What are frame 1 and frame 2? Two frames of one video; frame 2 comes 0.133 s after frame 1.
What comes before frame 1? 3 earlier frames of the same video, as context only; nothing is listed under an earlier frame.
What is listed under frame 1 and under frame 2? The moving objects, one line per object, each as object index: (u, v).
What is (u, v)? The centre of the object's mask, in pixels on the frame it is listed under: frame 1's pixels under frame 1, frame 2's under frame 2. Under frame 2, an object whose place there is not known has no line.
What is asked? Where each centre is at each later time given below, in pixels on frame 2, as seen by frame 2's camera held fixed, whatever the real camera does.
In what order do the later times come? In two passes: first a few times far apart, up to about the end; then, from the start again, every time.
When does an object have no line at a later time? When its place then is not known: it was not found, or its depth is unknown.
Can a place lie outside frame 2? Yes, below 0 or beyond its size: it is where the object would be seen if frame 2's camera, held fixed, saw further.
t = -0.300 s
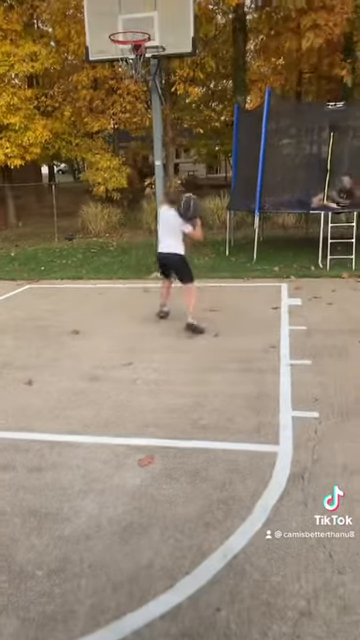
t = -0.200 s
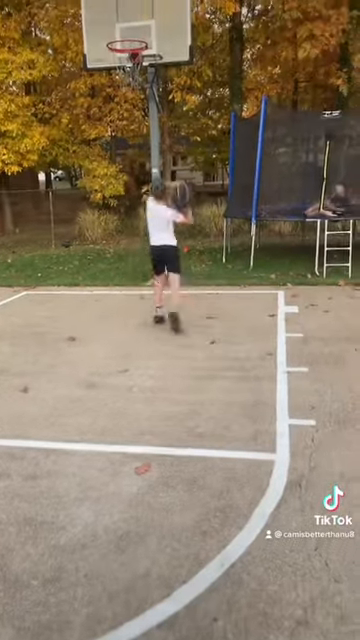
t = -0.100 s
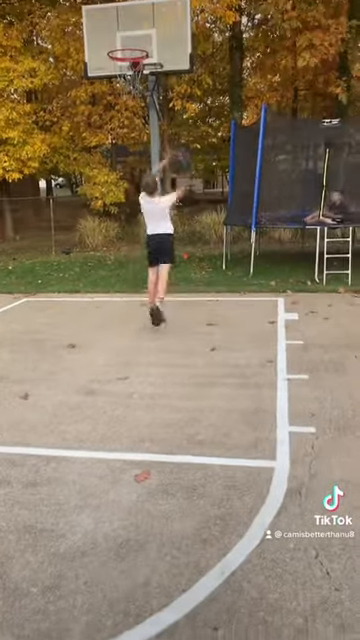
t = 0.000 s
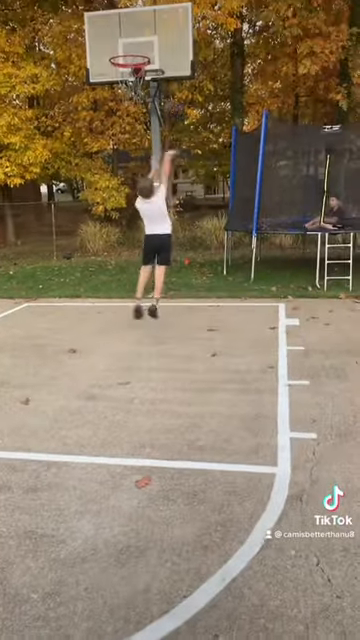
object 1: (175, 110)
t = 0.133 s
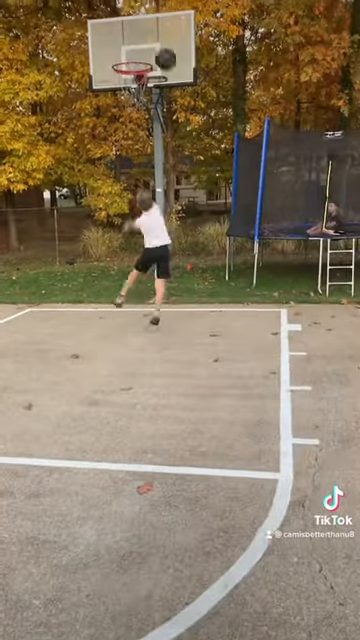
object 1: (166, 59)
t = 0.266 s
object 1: (156, 25)
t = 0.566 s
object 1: (137, 3)
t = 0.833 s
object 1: (113, 12)
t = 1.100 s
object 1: (88, 90)
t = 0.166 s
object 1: (163, 48)
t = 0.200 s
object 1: (161, 39)
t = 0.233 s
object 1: (158, 31)
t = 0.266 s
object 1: (156, 25)
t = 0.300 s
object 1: (154, 19)
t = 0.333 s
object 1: (152, 15)
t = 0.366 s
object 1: (150, 12)
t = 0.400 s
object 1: (148, 11)
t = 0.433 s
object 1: (146, 11)
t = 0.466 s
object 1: (144, 12)
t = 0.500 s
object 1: (142, 5)
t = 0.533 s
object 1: (139, 3)
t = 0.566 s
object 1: (137, 3)
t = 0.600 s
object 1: (133, -1)
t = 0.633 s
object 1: (132, -1)
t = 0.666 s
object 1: (127, -2)
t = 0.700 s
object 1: (123, -3)
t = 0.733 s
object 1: (121, -2)
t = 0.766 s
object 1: (121, -1)
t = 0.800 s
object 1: (115, 8)
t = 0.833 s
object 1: (113, 12)
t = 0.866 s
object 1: (110, 17)
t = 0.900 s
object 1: (106, 25)
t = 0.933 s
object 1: (103, 33)
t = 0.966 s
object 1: (100, 43)
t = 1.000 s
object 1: (97, 53)
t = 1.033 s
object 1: (95, 65)
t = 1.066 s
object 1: (92, 78)
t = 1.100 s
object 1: (88, 90)
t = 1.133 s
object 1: (88, 108)
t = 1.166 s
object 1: (85, 124)
